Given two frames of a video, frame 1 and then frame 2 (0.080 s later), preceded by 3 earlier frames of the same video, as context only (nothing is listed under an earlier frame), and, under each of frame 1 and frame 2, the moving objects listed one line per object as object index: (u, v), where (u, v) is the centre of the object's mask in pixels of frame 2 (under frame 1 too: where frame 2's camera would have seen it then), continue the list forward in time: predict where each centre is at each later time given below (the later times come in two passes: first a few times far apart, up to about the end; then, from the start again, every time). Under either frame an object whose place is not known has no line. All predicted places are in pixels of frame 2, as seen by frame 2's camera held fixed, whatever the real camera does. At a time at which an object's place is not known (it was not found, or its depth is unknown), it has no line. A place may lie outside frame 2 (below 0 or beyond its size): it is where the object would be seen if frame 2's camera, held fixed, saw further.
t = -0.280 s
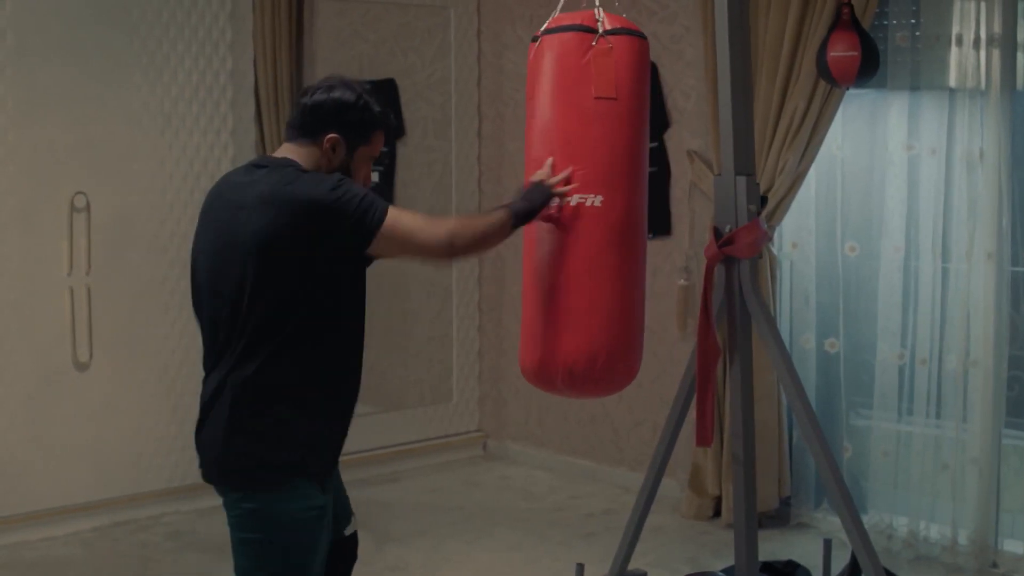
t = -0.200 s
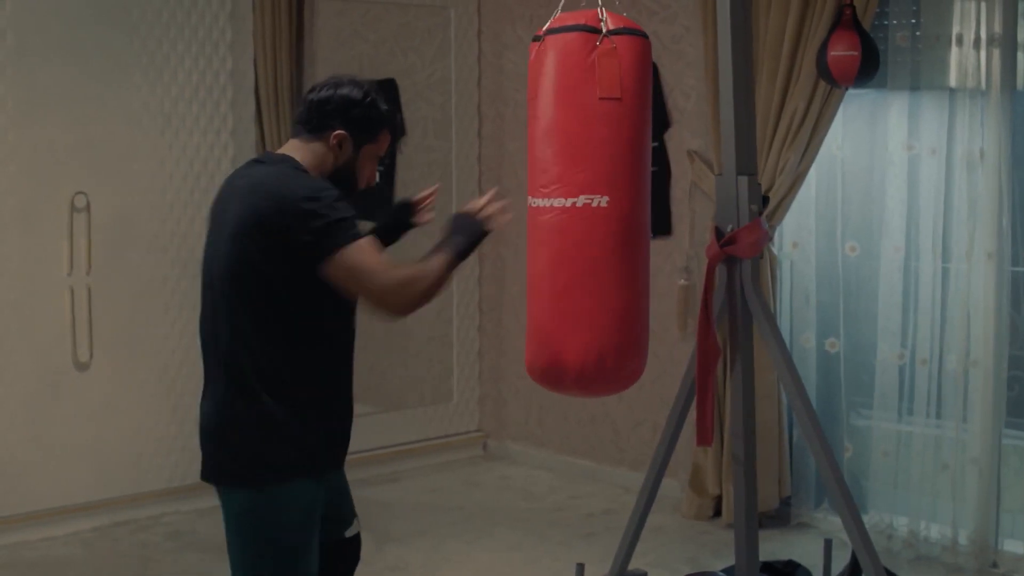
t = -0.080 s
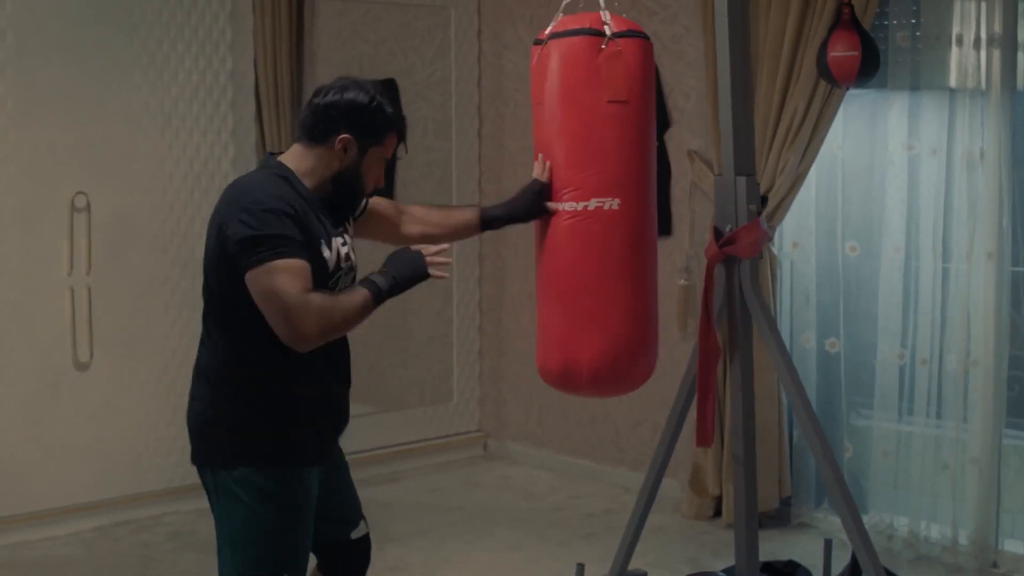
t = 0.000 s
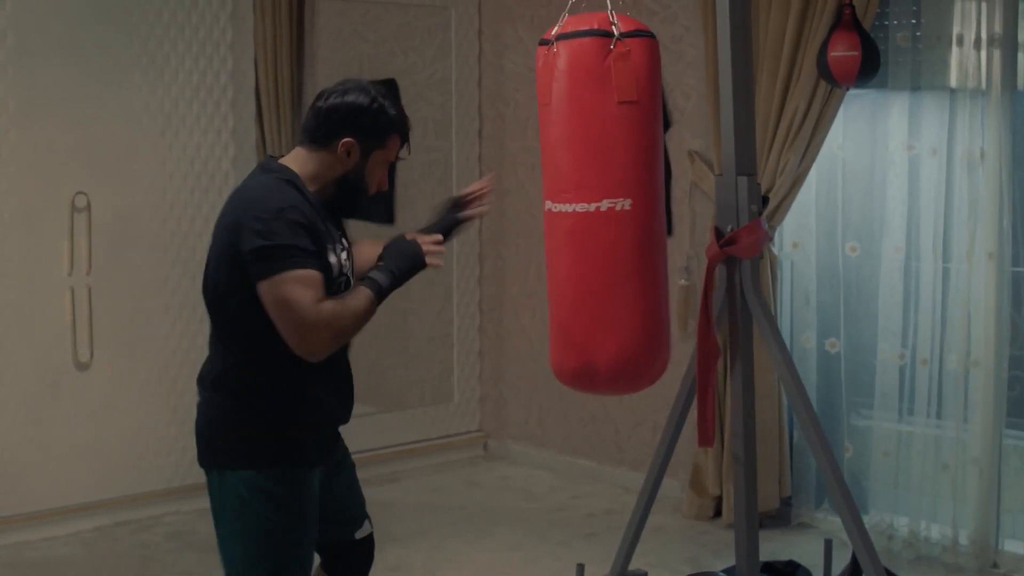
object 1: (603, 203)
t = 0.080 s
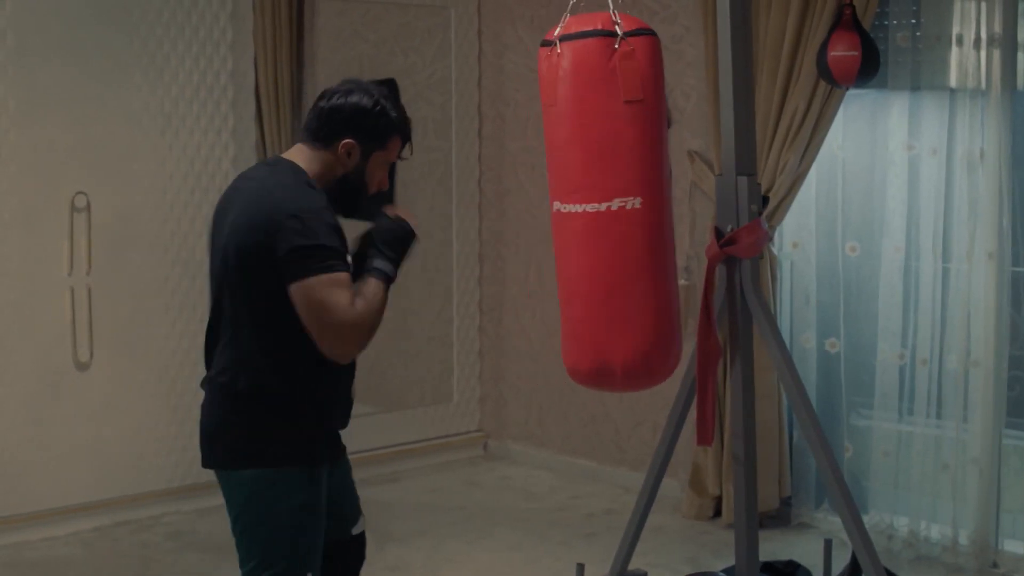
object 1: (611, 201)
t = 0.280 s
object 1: (623, 197)
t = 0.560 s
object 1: (621, 196)
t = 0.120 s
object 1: (614, 201)
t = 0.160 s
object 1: (617, 200)
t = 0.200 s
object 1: (620, 199)
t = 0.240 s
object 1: (622, 198)
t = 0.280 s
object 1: (623, 197)
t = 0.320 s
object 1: (624, 197)
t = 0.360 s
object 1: (625, 196)
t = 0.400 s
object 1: (625, 196)
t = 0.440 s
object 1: (625, 196)
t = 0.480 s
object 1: (624, 196)
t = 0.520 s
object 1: (623, 196)
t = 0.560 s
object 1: (621, 196)
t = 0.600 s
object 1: (619, 197)
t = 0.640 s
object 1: (616, 197)
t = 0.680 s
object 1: (613, 197)
